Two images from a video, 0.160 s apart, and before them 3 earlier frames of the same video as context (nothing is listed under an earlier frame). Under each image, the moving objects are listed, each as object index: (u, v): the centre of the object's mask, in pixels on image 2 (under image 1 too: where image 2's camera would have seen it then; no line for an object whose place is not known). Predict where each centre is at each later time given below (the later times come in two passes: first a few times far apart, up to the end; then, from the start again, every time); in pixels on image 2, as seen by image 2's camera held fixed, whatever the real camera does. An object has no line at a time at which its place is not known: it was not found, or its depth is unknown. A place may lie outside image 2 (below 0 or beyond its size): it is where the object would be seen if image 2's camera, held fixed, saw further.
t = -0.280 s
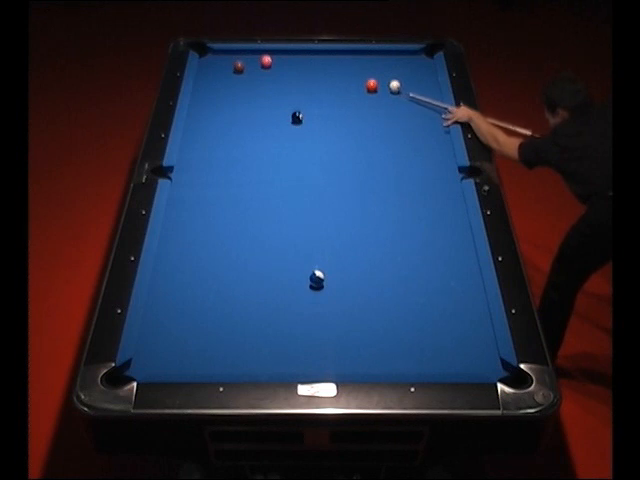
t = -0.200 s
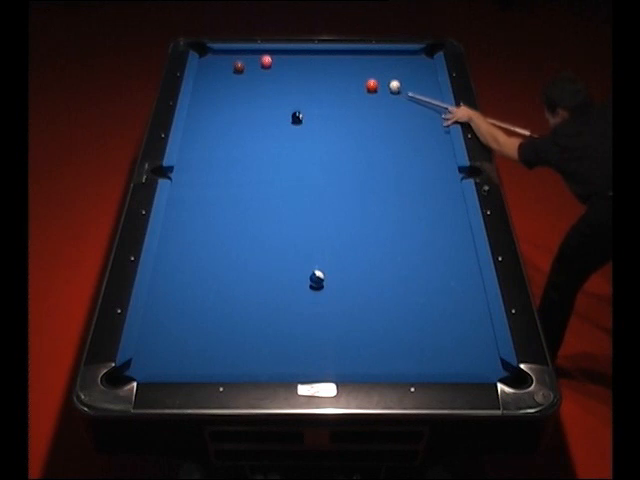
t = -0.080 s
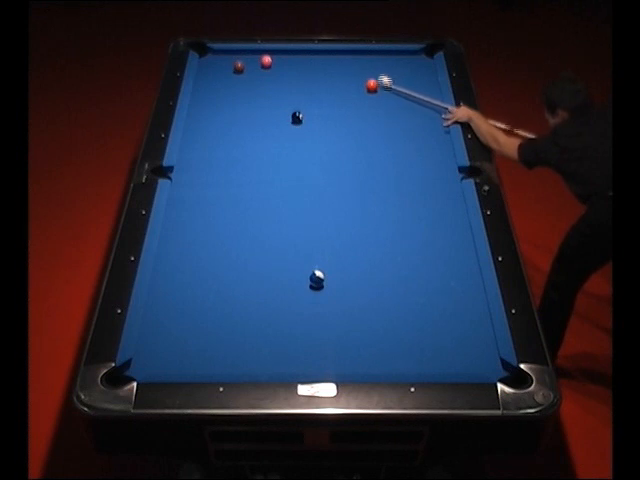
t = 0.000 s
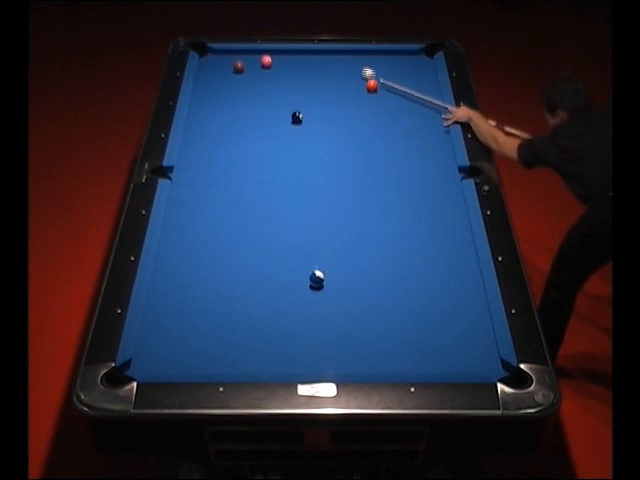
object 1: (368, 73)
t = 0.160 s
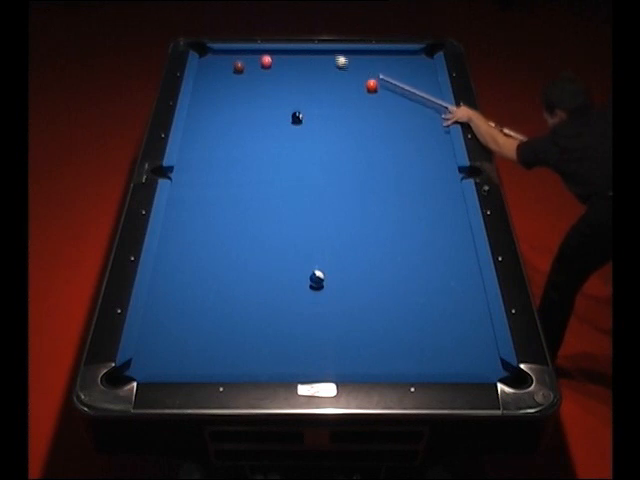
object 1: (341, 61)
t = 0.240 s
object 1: (329, 55)
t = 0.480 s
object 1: (293, 58)
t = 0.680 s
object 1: (271, 67)
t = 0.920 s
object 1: (256, 79)
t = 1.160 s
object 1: (240, 92)
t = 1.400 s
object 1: (224, 105)
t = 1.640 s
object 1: (208, 117)
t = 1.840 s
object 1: (194, 128)
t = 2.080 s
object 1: (190, 141)
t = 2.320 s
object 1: (195, 154)
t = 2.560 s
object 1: (200, 167)
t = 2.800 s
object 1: (205, 180)
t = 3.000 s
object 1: (209, 191)
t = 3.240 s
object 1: (214, 204)
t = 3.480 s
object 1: (219, 217)
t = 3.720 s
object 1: (224, 229)
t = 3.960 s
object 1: (229, 241)
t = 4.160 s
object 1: (233, 250)
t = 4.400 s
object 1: (238, 262)
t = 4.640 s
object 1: (243, 272)
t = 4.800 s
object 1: (246, 279)
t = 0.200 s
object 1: (335, 58)
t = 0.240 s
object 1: (329, 55)
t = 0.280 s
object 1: (323, 52)
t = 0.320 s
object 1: (317, 51)
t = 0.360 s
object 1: (311, 53)
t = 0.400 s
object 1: (305, 55)
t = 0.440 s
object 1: (299, 56)
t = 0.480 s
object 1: (293, 58)
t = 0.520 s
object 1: (287, 59)
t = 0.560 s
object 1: (280, 61)
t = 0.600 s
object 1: (276, 63)
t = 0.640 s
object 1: (274, 65)
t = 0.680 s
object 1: (271, 67)
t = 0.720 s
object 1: (269, 69)
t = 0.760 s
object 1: (266, 71)
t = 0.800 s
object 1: (264, 73)
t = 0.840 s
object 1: (261, 75)
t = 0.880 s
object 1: (259, 77)
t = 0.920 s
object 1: (256, 79)
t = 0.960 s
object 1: (253, 81)
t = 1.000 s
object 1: (251, 83)
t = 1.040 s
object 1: (248, 86)
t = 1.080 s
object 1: (245, 88)
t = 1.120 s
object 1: (243, 90)
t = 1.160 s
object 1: (240, 92)
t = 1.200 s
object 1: (237, 94)
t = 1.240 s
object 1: (235, 96)
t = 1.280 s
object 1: (232, 98)
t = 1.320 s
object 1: (230, 100)
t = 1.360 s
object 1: (227, 102)
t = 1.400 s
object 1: (224, 105)
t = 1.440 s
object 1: (221, 107)
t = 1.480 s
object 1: (219, 109)
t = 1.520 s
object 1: (216, 111)
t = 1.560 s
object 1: (213, 113)
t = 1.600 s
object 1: (211, 116)
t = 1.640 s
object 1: (208, 117)
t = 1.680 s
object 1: (205, 120)
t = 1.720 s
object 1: (202, 122)
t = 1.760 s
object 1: (200, 124)
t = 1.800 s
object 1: (197, 126)
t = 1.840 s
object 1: (194, 128)
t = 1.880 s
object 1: (192, 131)
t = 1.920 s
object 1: (189, 133)
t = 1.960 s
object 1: (187, 135)
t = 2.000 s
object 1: (188, 136)
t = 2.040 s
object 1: (189, 139)
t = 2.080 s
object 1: (190, 141)
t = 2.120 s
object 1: (191, 143)
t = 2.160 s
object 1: (191, 145)
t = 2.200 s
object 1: (192, 148)
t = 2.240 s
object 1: (193, 150)
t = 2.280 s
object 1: (194, 152)
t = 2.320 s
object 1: (195, 154)
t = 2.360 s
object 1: (196, 157)
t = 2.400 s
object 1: (196, 159)
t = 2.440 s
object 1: (197, 161)
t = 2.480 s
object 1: (198, 163)
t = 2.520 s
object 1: (199, 165)
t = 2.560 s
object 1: (200, 167)
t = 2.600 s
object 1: (201, 170)
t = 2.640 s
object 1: (202, 172)
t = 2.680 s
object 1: (202, 174)
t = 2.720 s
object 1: (203, 176)
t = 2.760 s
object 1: (204, 178)
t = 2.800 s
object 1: (205, 180)
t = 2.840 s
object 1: (206, 183)
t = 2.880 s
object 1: (207, 185)
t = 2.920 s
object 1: (207, 187)
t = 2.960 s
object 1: (208, 189)
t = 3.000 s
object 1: (209, 191)
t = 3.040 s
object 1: (210, 193)
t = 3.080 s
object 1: (211, 196)
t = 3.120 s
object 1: (212, 198)
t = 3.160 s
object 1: (213, 200)
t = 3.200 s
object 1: (214, 202)
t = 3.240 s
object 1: (214, 204)
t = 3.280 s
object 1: (215, 206)
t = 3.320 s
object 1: (216, 208)
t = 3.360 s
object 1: (217, 210)
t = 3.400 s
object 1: (218, 212)
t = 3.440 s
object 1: (218, 214)
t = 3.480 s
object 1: (219, 217)
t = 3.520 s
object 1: (220, 219)
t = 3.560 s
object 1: (221, 221)
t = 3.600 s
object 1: (222, 223)
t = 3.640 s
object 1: (223, 225)
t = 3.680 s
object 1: (223, 227)
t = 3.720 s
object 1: (224, 229)
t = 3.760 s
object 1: (225, 231)
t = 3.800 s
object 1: (226, 233)
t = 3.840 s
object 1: (227, 235)
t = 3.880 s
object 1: (228, 237)
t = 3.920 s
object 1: (228, 239)
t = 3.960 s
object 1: (229, 241)
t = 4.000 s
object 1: (230, 243)
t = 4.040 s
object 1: (231, 245)
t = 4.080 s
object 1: (231, 246)
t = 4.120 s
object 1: (232, 248)
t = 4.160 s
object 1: (233, 250)
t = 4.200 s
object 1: (234, 252)
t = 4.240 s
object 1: (235, 254)
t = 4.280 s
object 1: (235, 256)
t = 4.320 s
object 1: (236, 257)
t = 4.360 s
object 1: (237, 260)
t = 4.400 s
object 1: (238, 262)
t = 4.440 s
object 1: (238, 263)
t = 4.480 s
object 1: (239, 265)
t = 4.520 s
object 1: (240, 267)
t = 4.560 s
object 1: (241, 269)
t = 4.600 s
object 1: (242, 271)
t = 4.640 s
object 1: (243, 272)
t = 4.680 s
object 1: (243, 274)
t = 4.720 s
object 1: (244, 276)
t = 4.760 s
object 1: (245, 278)
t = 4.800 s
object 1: (246, 279)
